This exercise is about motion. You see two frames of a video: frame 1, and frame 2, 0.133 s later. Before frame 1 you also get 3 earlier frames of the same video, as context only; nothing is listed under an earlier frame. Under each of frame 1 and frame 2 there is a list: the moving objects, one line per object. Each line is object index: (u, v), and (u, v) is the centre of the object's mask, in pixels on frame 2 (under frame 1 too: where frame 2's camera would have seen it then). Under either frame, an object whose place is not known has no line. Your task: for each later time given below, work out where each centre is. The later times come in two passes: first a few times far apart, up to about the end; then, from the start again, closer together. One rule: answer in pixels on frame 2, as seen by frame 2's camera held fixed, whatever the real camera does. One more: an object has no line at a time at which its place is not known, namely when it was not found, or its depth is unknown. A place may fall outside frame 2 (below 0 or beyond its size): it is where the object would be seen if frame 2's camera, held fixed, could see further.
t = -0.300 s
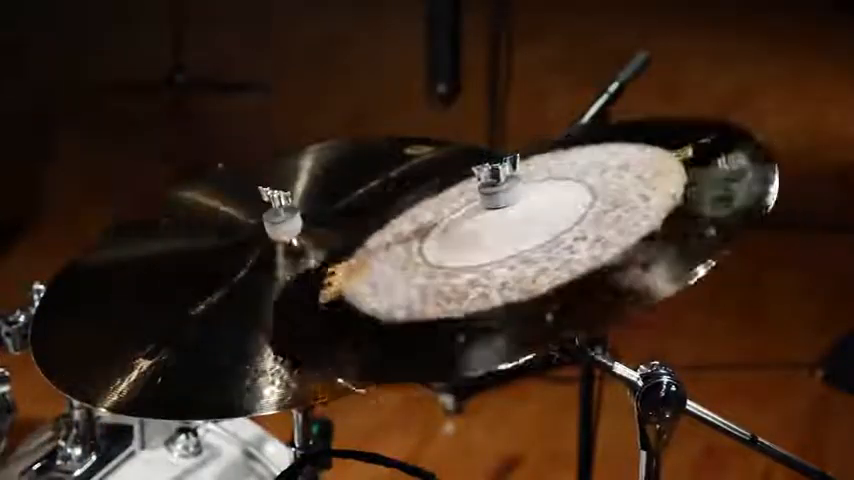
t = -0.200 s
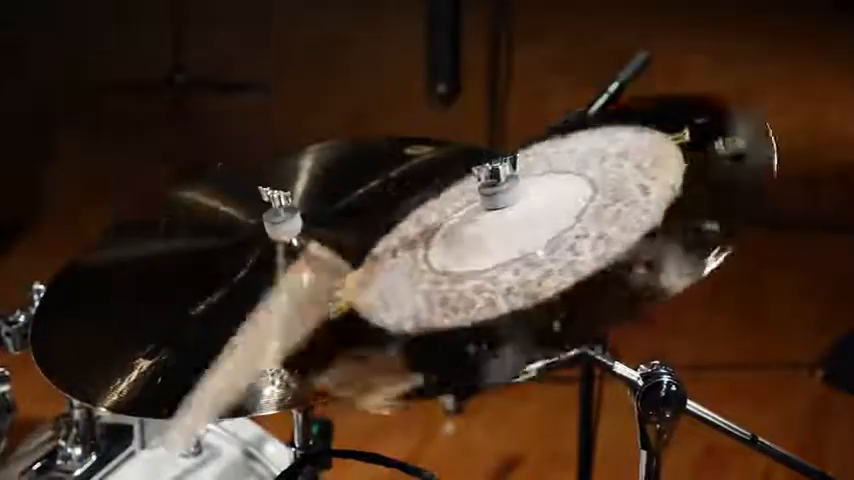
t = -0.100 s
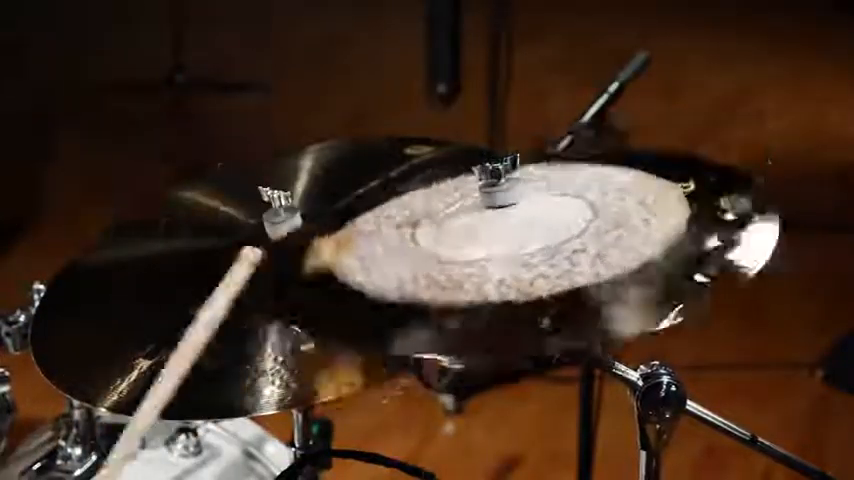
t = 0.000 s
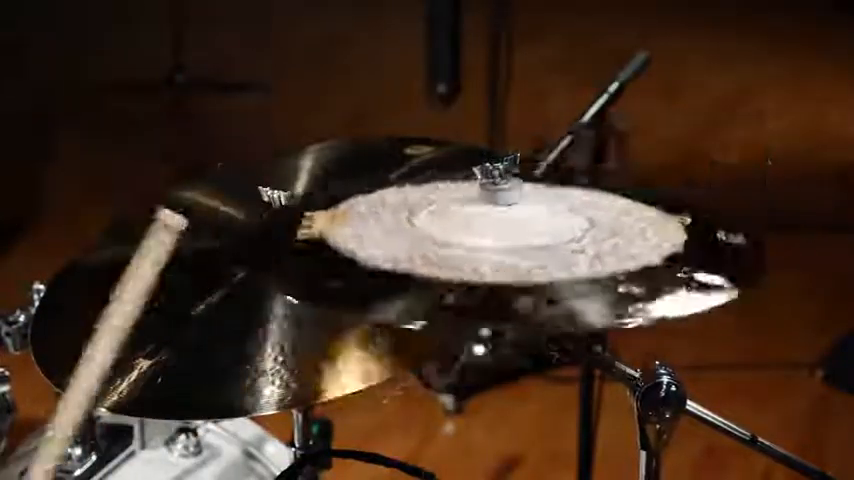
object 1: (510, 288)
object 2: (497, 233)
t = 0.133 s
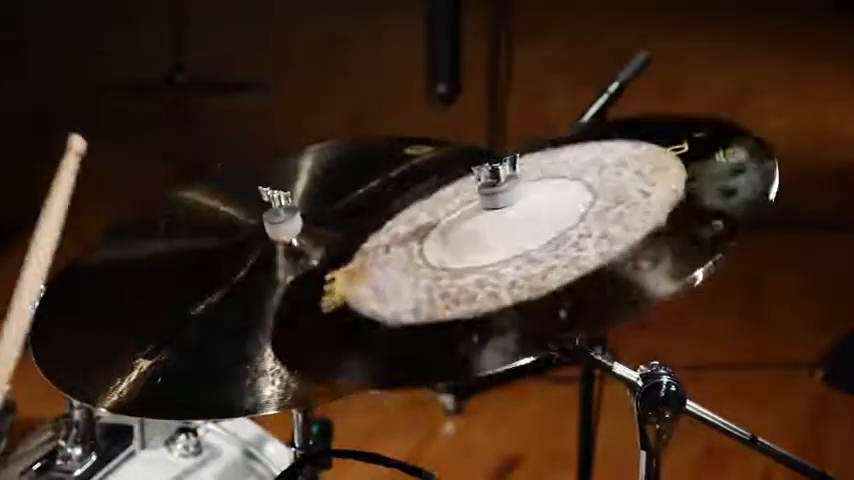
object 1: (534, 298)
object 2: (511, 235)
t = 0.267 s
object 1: (534, 296)
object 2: (508, 236)
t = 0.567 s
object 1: (523, 300)
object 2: (510, 236)
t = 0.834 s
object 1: (515, 288)
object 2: (503, 235)
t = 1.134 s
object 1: (524, 297)
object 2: (511, 235)
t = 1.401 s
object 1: (515, 293)
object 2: (505, 235)
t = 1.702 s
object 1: (518, 295)
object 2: (509, 236)
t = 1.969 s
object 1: (520, 295)
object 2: (509, 236)
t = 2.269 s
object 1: (524, 295)
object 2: (508, 236)
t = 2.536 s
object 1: (524, 294)
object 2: (509, 236)
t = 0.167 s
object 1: (540, 297)
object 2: (515, 233)
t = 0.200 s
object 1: (541, 297)
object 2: (515, 233)
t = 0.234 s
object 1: (539, 297)
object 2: (512, 235)
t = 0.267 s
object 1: (534, 296)
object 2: (508, 236)
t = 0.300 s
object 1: (525, 293)
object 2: (505, 235)
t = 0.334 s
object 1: (514, 287)
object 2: (502, 234)
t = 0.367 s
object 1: (507, 283)
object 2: (502, 233)
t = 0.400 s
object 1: (508, 283)
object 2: (501, 233)
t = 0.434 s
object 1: (507, 287)
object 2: (501, 234)
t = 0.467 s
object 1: (510, 293)
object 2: (503, 236)
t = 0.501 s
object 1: (517, 296)
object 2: (506, 237)
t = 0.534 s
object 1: (529, 297)
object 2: (508, 237)
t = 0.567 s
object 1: (523, 300)
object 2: (510, 236)
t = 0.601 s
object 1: (530, 299)
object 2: (513, 234)
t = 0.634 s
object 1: (529, 299)
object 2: (514, 234)
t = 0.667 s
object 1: (533, 297)
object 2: (514, 234)
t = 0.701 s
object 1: (528, 297)
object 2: (511, 235)
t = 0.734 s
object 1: (523, 296)
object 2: (509, 236)
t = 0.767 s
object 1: (523, 293)
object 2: (507, 236)
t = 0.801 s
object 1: (519, 290)
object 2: (505, 235)
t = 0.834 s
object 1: (515, 288)
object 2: (503, 235)
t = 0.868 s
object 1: (512, 287)
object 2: (504, 234)
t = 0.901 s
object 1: (507, 287)
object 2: (504, 234)
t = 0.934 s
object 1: (509, 288)
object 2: (503, 234)
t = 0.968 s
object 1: (509, 290)
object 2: (506, 235)
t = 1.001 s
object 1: (520, 292)
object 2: (504, 236)
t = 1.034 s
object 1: (526, 294)
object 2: (507, 236)
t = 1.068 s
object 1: (526, 296)
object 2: (509, 236)
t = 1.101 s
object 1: (525, 297)
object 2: (510, 236)
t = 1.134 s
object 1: (524, 297)
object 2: (511, 235)
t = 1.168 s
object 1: (527, 296)
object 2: (512, 235)
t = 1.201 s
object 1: (524, 296)
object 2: (511, 235)
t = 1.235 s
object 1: (527, 295)
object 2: (509, 236)
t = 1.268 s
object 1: (518, 295)
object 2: (508, 236)
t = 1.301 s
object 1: (517, 294)
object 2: (507, 236)
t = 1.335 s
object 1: (515, 293)
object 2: (506, 236)
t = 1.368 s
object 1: (514, 293)
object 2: (507, 235)
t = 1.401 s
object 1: (515, 293)
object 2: (505, 235)
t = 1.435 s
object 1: (516, 293)
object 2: (505, 235)
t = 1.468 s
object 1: (520, 293)
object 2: (506, 236)
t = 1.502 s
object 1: (518, 294)
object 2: (507, 236)
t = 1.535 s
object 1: (520, 295)
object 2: (509, 236)
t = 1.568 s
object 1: (519, 296)
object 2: (509, 236)
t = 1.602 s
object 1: (520, 296)
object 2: (510, 236)
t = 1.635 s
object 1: (525, 295)
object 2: (509, 236)
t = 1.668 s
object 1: (520, 295)
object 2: (509, 236)
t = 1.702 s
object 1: (518, 295)
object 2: (509, 236)
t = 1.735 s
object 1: (518, 295)
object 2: (509, 236)
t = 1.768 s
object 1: (517, 295)
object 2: (509, 236)
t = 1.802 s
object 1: (517, 294)
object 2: (509, 236)
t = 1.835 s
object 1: (518, 294)
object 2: (508, 236)
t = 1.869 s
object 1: (524, 294)
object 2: (509, 236)
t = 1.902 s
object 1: (520, 293)
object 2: (508, 236)
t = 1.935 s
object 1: (518, 295)
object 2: (510, 236)
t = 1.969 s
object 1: (520, 295)
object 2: (509, 236)
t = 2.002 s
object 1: (522, 295)
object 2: (511, 236)
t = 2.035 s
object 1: (521, 295)
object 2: (509, 236)
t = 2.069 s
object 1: (524, 295)
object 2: (509, 236)
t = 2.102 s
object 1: (519, 295)
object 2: (508, 236)
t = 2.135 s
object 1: (520, 295)
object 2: (508, 236)
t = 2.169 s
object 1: (519, 295)
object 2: (507, 236)
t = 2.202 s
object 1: (519, 295)
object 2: (508, 236)
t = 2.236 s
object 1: (520, 295)
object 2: (507, 236)
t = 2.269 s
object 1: (524, 295)
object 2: (508, 236)
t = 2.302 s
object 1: (524, 295)
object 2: (508, 236)
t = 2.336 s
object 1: (524, 295)
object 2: (509, 236)
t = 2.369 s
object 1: (520, 295)
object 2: (509, 236)
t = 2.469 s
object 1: (525, 294)
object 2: (511, 236)
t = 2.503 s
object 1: (525, 294)
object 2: (509, 236)
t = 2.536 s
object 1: (524, 294)
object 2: (509, 236)
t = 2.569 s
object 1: (525, 294)
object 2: (509, 236)
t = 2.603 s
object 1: (520, 294)
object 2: (508, 236)
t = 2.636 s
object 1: (518, 294)
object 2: (508, 236)
